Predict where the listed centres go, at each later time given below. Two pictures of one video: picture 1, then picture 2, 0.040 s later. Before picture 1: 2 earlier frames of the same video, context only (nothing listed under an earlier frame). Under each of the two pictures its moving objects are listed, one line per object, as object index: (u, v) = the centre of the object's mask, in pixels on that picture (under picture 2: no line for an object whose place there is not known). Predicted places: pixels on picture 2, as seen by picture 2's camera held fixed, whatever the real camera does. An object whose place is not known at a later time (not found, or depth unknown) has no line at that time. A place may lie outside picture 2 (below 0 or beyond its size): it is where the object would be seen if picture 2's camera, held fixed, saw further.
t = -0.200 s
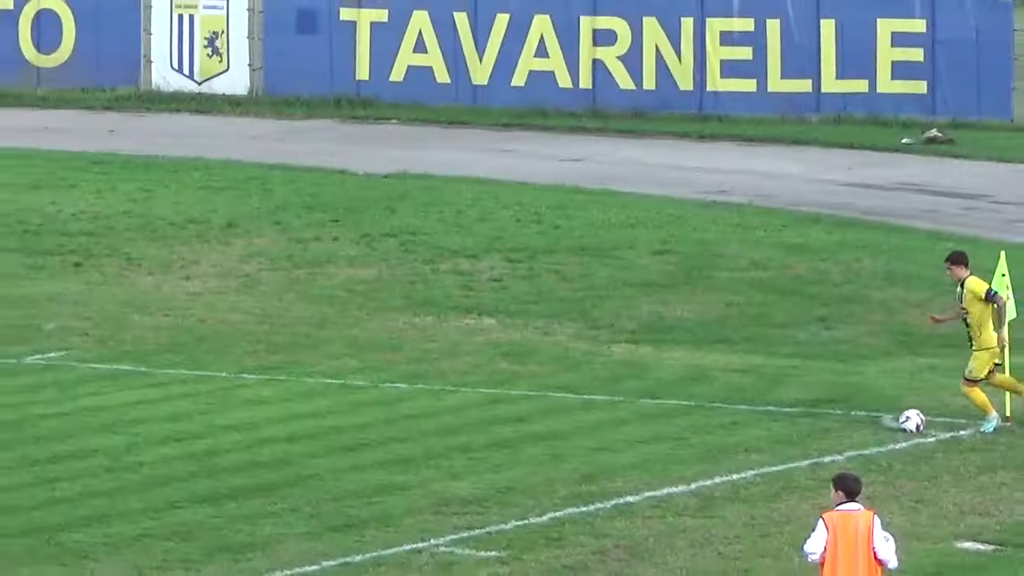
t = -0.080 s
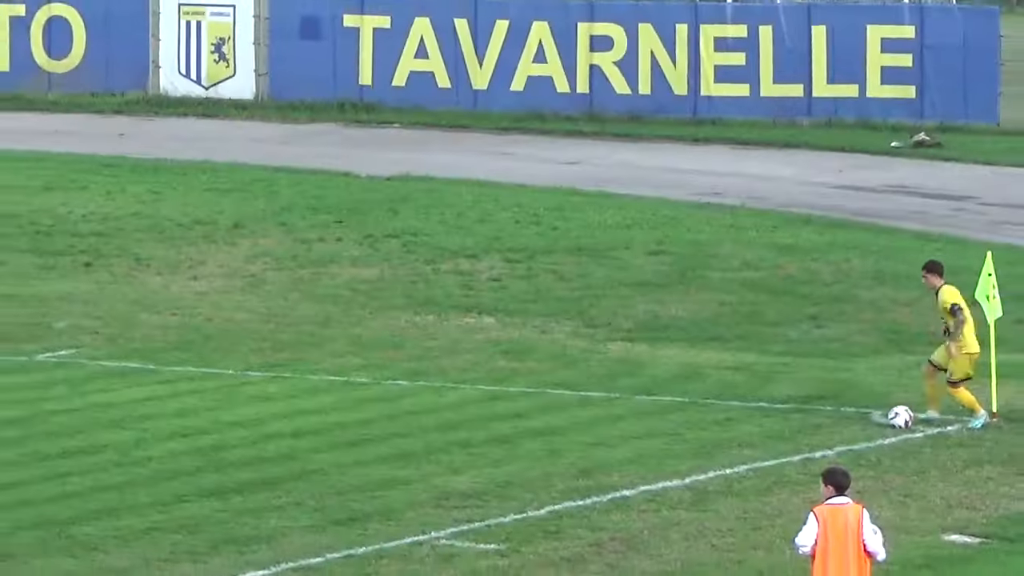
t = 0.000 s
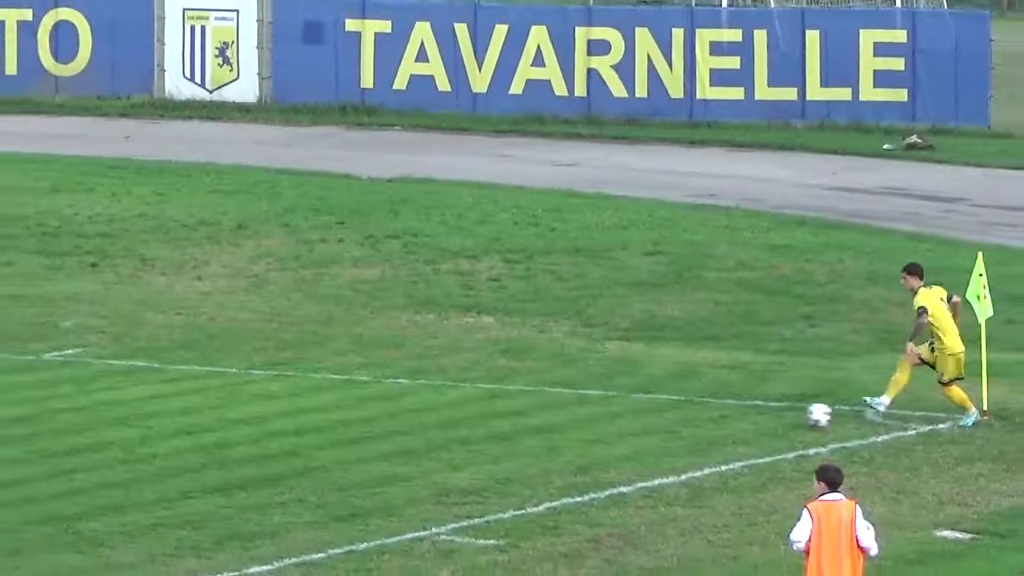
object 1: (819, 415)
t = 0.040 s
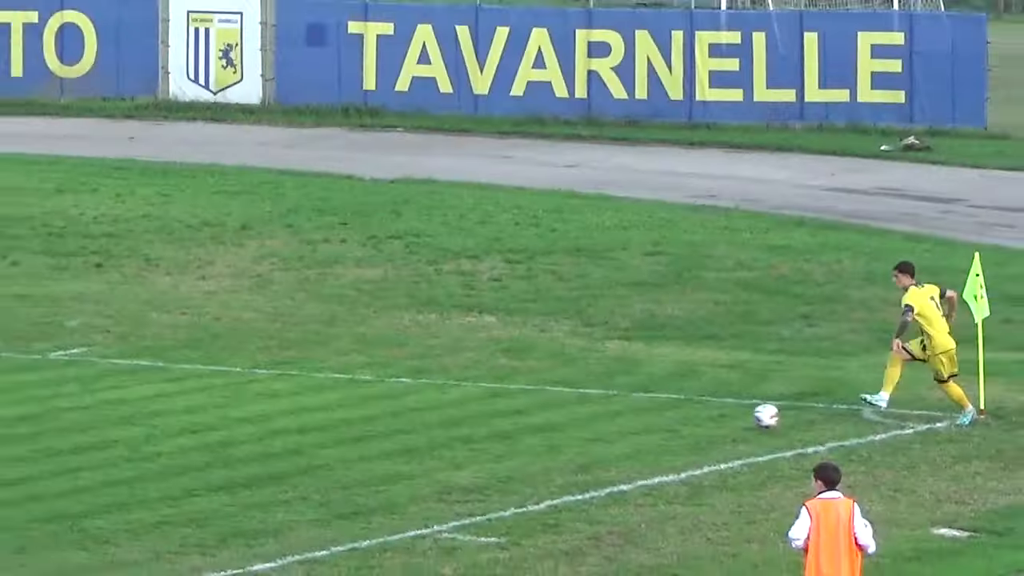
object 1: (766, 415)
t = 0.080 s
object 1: (715, 419)
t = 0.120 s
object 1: (663, 425)
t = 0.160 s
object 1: (610, 431)
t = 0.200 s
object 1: (563, 433)
